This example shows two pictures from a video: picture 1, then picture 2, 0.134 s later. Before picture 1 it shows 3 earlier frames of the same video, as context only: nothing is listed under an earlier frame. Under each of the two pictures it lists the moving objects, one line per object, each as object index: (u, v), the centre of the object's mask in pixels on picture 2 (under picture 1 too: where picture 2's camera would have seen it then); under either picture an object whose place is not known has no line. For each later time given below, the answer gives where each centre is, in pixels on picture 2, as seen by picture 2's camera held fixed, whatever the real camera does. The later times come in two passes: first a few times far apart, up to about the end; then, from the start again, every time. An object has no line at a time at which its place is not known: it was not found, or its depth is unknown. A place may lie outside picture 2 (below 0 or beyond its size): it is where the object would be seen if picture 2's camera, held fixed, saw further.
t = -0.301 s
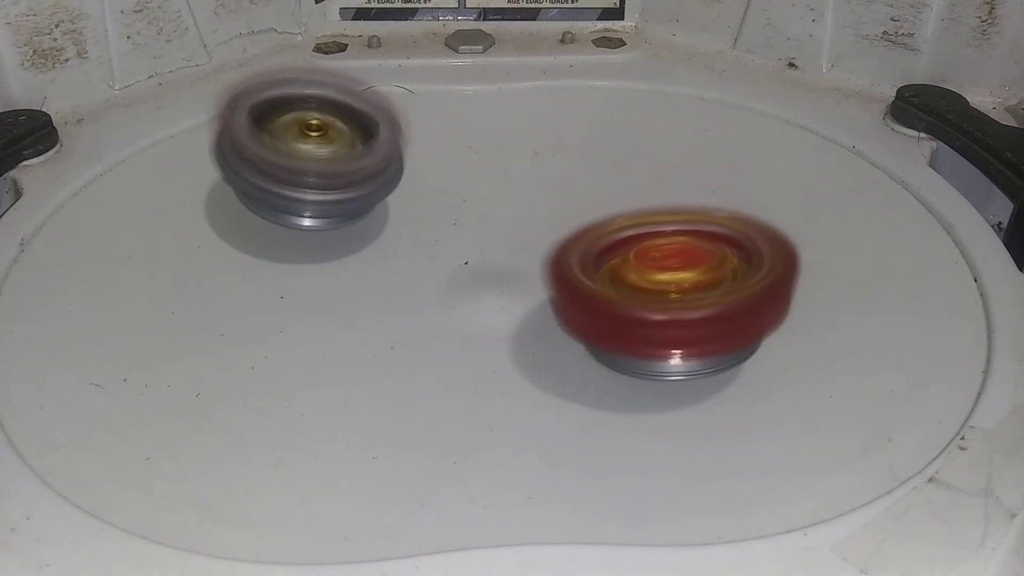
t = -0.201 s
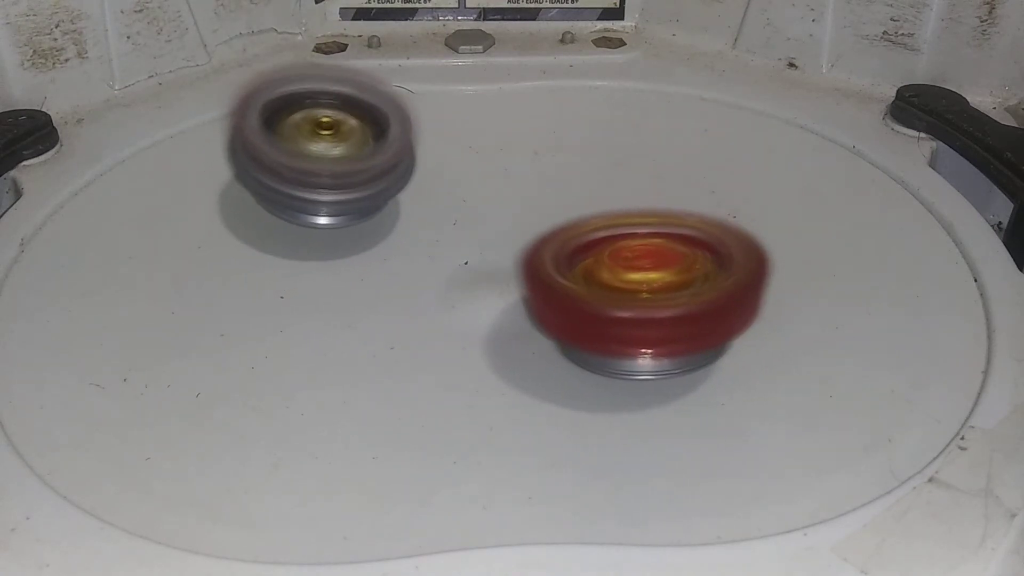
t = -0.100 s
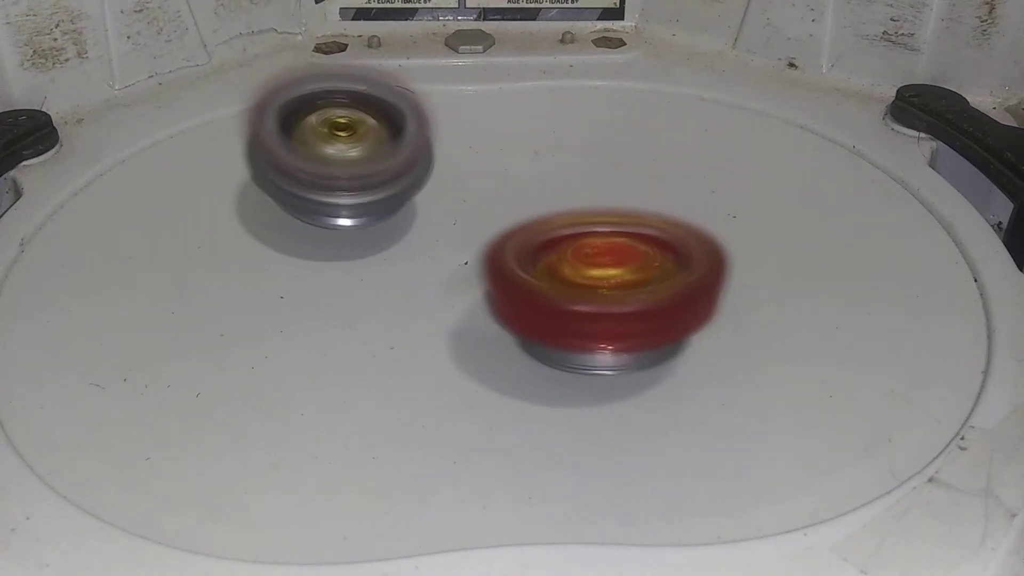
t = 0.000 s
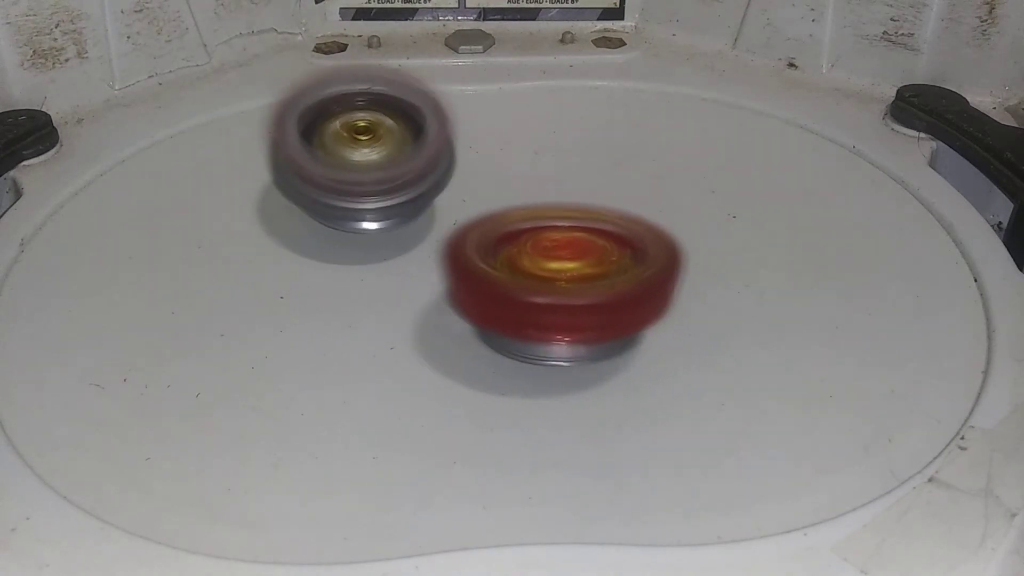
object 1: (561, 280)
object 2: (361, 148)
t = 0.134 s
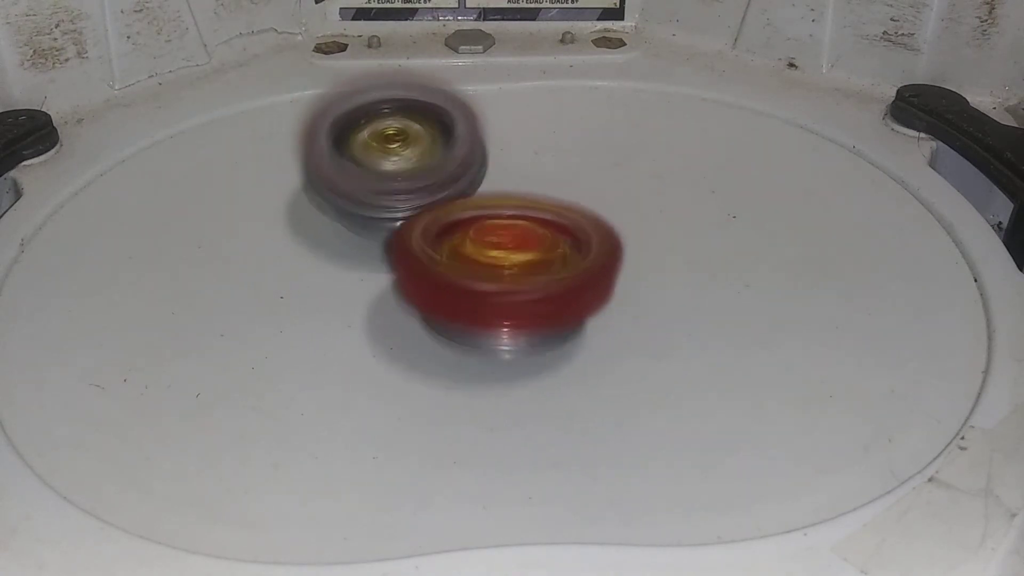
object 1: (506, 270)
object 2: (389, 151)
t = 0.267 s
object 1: (493, 290)
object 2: (395, 115)
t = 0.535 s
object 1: (465, 272)
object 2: (410, 131)
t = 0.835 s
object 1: (457, 280)
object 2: (438, 130)
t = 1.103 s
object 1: (455, 308)
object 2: (474, 114)
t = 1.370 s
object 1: (473, 308)
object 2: (477, 146)
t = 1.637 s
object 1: (468, 312)
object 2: (499, 147)
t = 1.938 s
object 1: (454, 301)
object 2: (490, 155)
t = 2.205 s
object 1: (436, 301)
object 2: (498, 160)
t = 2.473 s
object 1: (401, 307)
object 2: (511, 163)
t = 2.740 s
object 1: (390, 287)
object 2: (520, 169)
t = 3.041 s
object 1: (358, 271)
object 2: (560, 181)
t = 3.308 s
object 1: (371, 243)
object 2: (593, 196)
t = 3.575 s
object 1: (380, 212)
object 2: (630, 211)
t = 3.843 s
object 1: (426, 190)
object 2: (623, 228)
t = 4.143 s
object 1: (419, 147)
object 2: (655, 264)
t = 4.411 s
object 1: (436, 160)
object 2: (611, 254)
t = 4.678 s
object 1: (430, 174)
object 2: (609, 241)
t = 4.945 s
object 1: (418, 192)
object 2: (621, 217)
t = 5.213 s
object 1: (414, 229)
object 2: (641, 207)
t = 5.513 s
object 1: (437, 265)
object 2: (648, 203)
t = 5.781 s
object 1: (372, 267)
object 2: (665, 199)
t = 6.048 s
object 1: (381, 245)
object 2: (645, 198)
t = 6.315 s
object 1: (431, 221)
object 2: (645, 187)
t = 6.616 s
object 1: (360, 186)
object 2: (706, 177)
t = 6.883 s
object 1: (382, 179)
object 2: (692, 181)
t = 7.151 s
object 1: (387, 194)
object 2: (620, 191)
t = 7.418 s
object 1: (364, 206)
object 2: (596, 175)
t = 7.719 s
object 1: (393, 229)
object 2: (586, 165)
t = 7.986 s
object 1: (411, 263)
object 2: (589, 168)
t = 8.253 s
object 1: (405, 280)
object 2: (566, 173)
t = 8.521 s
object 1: (372, 274)
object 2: (560, 173)
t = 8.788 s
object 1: (385, 246)
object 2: (580, 182)
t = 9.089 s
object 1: (340, 205)
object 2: (668, 222)
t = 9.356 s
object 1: (392, 187)
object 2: (542, 280)
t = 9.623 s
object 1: (507, 156)
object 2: (422, 278)
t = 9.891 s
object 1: (702, 193)
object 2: (360, 184)
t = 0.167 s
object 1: (503, 281)
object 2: (391, 140)
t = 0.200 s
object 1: (499, 287)
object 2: (391, 125)
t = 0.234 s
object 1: (496, 289)
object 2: (392, 119)
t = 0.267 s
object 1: (493, 290)
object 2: (395, 115)
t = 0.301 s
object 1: (491, 289)
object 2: (398, 114)
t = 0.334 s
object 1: (488, 289)
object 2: (399, 116)
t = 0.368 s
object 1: (484, 287)
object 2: (401, 118)
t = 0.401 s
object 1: (481, 285)
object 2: (402, 121)
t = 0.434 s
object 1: (477, 282)
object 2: (403, 123)
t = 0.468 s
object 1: (473, 279)
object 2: (406, 129)
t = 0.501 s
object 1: (469, 276)
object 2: (408, 131)
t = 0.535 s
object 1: (465, 272)
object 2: (410, 131)
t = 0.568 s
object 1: (464, 269)
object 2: (412, 133)
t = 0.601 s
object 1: (464, 269)
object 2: (416, 134)
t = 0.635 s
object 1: (462, 278)
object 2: (424, 129)
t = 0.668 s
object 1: (461, 282)
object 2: (431, 124)
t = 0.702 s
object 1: (460, 282)
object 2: (436, 124)
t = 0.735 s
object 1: (459, 283)
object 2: (437, 126)
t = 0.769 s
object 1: (459, 282)
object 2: (437, 127)
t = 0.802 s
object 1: (458, 282)
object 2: (438, 129)
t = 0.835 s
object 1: (457, 280)
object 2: (438, 130)
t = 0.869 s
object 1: (457, 278)
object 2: (439, 131)
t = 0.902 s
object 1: (455, 276)
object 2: (439, 133)
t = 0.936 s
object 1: (455, 274)
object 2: (439, 134)
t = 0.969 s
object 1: (452, 281)
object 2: (444, 133)
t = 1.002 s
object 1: (449, 295)
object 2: (453, 126)
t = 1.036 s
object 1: (451, 302)
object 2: (462, 117)
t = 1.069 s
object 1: (452, 305)
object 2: (469, 114)
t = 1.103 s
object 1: (455, 308)
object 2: (474, 114)
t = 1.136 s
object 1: (457, 310)
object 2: (477, 118)
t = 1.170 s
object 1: (460, 311)
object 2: (478, 122)
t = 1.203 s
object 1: (462, 312)
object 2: (478, 128)
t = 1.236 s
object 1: (465, 312)
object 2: (478, 132)
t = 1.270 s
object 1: (468, 312)
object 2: (477, 136)
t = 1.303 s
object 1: (470, 311)
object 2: (477, 139)
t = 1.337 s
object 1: (471, 310)
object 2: (476, 143)
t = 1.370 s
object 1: (473, 308)
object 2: (477, 146)
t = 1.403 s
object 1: (474, 306)
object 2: (477, 149)
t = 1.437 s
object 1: (475, 303)
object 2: (478, 152)
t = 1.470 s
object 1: (477, 300)
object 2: (478, 154)
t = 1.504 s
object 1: (475, 299)
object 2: (478, 156)
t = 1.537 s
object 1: (467, 309)
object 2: (486, 153)
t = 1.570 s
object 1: (466, 311)
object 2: (493, 147)
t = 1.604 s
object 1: (468, 311)
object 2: (497, 146)
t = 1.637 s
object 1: (468, 312)
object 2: (499, 147)
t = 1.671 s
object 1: (469, 312)
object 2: (497, 150)
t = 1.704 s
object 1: (469, 312)
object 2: (495, 152)
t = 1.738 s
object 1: (468, 311)
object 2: (493, 154)
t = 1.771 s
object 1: (468, 308)
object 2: (491, 155)
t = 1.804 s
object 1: (467, 306)
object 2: (490, 156)
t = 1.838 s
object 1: (467, 303)
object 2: (488, 157)
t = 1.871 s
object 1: (466, 299)
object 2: (486, 157)
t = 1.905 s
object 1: (459, 300)
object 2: (487, 156)
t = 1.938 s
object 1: (454, 301)
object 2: (490, 155)
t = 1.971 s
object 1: (455, 301)
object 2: (494, 155)
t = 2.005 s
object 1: (454, 301)
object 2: (497, 157)
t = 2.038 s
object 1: (453, 300)
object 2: (497, 158)
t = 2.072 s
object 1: (451, 299)
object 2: (495, 159)
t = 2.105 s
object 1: (447, 299)
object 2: (494, 159)
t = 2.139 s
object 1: (443, 299)
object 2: (495, 159)
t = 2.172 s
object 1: (440, 300)
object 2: (496, 160)
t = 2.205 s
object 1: (436, 301)
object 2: (498, 160)
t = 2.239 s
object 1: (434, 302)
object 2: (497, 161)
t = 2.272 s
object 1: (431, 303)
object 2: (496, 162)
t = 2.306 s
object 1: (429, 301)
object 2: (496, 162)
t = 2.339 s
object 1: (427, 300)
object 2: (496, 163)
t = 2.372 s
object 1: (417, 302)
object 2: (499, 162)
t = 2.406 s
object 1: (410, 306)
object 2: (506, 161)
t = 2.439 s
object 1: (405, 307)
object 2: (509, 161)
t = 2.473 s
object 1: (401, 307)
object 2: (511, 163)
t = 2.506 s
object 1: (398, 306)
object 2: (512, 163)
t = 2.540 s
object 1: (394, 305)
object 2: (512, 164)
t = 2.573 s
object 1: (393, 304)
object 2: (512, 166)
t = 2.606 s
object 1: (391, 302)
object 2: (513, 167)
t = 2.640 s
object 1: (391, 300)
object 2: (514, 167)
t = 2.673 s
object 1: (389, 296)
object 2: (516, 168)
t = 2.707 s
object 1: (390, 292)
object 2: (518, 168)
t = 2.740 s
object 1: (390, 287)
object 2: (520, 169)
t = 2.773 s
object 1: (387, 284)
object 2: (525, 171)
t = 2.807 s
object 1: (384, 281)
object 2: (531, 172)
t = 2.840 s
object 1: (375, 281)
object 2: (540, 174)
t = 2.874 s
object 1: (368, 280)
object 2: (547, 176)
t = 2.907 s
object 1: (365, 279)
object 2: (550, 178)
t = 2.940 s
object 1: (361, 277)
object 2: (552, 178)
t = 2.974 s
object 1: (359, 275)
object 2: (557, 178)
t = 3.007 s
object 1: (358, 273)
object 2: (558, 180)
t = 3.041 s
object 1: (358, 271)
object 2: (560, 181)
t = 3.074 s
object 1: (359, 268)
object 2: (563, 183)
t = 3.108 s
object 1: (361, 264)
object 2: (564, 185)
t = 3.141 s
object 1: (363, 261)
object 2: (566, 187)
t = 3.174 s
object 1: (367, 257)
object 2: (568, 189)
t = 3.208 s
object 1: (368, 252)
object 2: (572, 190)
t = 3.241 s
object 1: (370, 249)
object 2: (578, 191)
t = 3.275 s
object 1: (369, 246)
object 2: (588, 193)
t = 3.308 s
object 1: (371, 243)
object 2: (593, 196)
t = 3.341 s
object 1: (371, 239)
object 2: (594, 198)
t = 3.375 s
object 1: (375, 236)
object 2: (597, 199)
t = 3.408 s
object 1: (378, 232)
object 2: (599, 201)
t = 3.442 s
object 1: (383, 227)
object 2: (599, 204)
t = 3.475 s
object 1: (378, 223)
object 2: (614, 205)
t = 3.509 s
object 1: (376, 220)
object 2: (626, 206)
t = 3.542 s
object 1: (378, 216)
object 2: (630, 209)
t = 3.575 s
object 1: (380, 212)
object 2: (630, 211)
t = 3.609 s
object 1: (384, 209)
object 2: (633, 213)
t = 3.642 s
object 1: (388, 205)
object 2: (634, 215)
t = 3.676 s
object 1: (393, 202)
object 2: (633, 217)
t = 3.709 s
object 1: (398, 199)
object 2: (632, 220)
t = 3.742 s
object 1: (404, 196)
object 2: (631, 222)
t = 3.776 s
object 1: (411, 193)
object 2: (630, 224)
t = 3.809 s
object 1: (419, 191)
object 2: (626, 226)
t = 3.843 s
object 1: (426, 190)
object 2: (623, 228)
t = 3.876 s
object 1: (428, 184)
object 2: (626, 234)
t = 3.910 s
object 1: (420, 173)
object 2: (654, 244)
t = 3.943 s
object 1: (419, 169)
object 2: (666, 252)
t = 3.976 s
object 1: (416, 162)
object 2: (668, 258)
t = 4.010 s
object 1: (417, 159)
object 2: (665, 259)
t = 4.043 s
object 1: (417, 154)
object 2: (665, 260)
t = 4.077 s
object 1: (417, 151)
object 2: (663, 261)
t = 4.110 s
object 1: (417, 149)
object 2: (659, 263)
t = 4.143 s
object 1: (419, 147)
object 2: (655, 264)
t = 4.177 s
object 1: (419, 147)
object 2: (650, 264)
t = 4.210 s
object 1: (420, 146)
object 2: (645, 265)
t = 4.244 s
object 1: (422, 146)
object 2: (639, 265)
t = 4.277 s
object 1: (423, 148)
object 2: (633, 264)
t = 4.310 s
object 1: (425, 149)
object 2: (627, 262)
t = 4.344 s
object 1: (429, 151)
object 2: (622, 261)
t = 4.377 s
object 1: (431, 155)
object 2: (617, 258)
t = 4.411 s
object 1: (436, 160)
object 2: (611, 254)
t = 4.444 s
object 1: (439, 165)
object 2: (605, 249)
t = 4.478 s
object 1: (441, 171)
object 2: (598, 245)
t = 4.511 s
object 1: (444, 171)
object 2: (601, 245)
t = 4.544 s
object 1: (442, 170)
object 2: (611, 249)
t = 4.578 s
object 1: (439, 171)
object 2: (608, 250)
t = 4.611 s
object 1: (434, 171)
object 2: (605, 245)
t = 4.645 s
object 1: (432, 172)
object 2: (607, 242)
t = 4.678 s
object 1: (430, 174)
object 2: (609, 241)
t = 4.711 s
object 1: (427, 174)
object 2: (609, 237)
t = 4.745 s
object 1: (425, 177)
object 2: (610, 234)
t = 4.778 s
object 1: (423, 178)
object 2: (612, 231)
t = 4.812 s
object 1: (422, 180)
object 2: (614, 228)
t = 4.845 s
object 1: (421, 183)
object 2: (615, 224)
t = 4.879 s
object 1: (419, 186)
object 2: (617, 223)
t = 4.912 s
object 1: (419, 189)
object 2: (619, 220)
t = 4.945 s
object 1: (418, 192)
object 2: (621, 217)
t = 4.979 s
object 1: (419, 196)
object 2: (623, 216)
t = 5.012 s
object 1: (418, 202)
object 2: (626, 214)
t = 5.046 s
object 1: (422, 206)
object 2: (627, 212)
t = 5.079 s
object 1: (420, 210)
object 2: (633, 212)
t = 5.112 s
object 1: (418, 215)
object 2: (636, 212)
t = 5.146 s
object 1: (416, 220)
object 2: (635, 209)
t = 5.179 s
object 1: (414, 224)
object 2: (638, 208)
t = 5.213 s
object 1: (414, 229)
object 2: (641, 207)
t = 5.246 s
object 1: (415, 234)
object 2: (641, 207)
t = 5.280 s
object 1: (415, 240)
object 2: (641, 207)
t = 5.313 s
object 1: (418, 245)
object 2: (643, 205)
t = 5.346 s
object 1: (420, 249)
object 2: (642, 205)
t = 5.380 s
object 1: (425, 253)
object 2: (641, 204)
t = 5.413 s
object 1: (429, 257)
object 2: (642, 203)
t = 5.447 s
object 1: (431, 259)
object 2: (642, 202)
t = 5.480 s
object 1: (436, 262)
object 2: (647, 202)
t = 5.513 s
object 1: (437, 265)
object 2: (648, 203)
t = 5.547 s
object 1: (420, 267)
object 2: (661, 202)
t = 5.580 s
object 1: (411, 269)
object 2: (669, 203)
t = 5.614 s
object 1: (401, 270)
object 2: (668, 203)
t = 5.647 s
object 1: (395, 270)
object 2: (666, 202)
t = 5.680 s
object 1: (385, 269)
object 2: (668, 201)
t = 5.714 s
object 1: (381, 269)
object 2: (667, 200)
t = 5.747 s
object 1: (376, 268)
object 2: (665, 200)
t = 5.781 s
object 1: (372, 267)
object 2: (665, 199)
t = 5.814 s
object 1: (369, 264)
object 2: (664, 199)
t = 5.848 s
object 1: (368, 263)
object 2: (662, 200)
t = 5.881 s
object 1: (367, 261)
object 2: (661, 199)
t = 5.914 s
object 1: (367, 258)
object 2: (657, 199)
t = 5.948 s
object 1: (370, 256)
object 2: (655, 200)
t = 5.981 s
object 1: (371, 252)
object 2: (652, 199)
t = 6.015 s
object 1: (377, 250)
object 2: (648, 199)
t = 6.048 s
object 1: (381, 245)
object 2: (645, 198)
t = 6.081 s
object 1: (389, 243)
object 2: (641, 197)
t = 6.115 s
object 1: (397, 239)
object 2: (637, 197)
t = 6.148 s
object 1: (406, 235)
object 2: (634, 194)
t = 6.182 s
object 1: (417, 232)
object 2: (630, 192)
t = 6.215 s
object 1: (420, 228)
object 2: (635, 192)
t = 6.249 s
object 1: (424, 225)
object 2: (645, 188)
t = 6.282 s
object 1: (428, 225)
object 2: (647, 190)
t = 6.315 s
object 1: (431, 221)
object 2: (645, 187)
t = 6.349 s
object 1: (422, 213)
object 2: (656, 182)
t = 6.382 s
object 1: (405, 210)
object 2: (679, 183)
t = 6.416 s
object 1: (392, 207)
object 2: (691, 183)
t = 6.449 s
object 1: (386, 203)
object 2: (699, 181)
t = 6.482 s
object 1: (374, 199)
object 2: (703, 183)
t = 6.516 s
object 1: (370, 195)
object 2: (707, 181)
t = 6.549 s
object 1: (365, 191)
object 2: (708, 181)
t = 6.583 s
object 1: (361, 188)
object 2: (707, 179)
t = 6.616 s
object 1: (360, 186)
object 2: (706, 177)
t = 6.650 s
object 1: (360, 183)
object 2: (708, 177)
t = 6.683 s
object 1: (359, 181)
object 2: (708, 177)
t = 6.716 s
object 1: (362, 179)
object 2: (706, 178)
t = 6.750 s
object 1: (365, 179)
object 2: (704, 178)
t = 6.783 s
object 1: (367, 177)
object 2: (703, 179)
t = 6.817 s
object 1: (372, 178)
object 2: (700, 180)
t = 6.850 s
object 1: (376, 178)
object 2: (697, 181)
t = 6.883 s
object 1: (382, 179)
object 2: (692, 181)
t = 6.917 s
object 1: (390, 180)
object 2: (683, 182)
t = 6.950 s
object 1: (398, 184)
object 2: (670, 183)
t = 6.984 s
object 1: (407, 186)
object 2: (654, 183)
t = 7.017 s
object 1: (417, 191)
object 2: (634, 185)
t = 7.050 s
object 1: (416, 191)
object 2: (625, 185)
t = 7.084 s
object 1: (402, 192)
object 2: (632, 190)
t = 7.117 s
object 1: (389, 192)
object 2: (629, 192)
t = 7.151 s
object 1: (387, 194)
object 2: (620, 191)
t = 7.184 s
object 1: (379, 196)
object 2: (618, 189)
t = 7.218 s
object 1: (373, 196)
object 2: (617, 188)
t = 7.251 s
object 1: (372, 198)
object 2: (614, 186)
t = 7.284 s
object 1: (368, 200)
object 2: (609, 185)
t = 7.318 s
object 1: (364, 201)
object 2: (605, 182)
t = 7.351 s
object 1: (364, 201)
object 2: (602, 180)
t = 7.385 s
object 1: (367, 204)
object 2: (599, 177)
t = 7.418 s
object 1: (364, 206)
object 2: (596, 175)
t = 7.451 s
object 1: (364, 206)
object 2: (594, 172)
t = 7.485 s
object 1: (367, 208)
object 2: (592, 170)
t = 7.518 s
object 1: (369, 211)
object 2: (592, 169)
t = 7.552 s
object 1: (369, 214)
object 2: (592, 169)
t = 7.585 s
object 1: (374, 215)
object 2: (589, 169)
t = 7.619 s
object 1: (380, 218)
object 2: (586, 167)
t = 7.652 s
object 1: (381, 222)
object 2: (585, 166)
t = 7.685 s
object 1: (387, 224)
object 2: (585, 165)
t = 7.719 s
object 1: (393, 229)
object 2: (586, 165)
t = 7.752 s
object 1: (397, 233)
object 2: (584, 164)
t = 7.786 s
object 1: (403, 237)
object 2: (584, 164)
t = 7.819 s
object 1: (404, 241)
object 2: (589, 163)
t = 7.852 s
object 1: (410, 246)
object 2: (591, 166)
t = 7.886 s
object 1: (412, 251)
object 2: (586, 167)
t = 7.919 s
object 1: (408, 255)
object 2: (587, 166)
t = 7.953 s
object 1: (410, 259)
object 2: (590, 166)
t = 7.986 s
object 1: (411, 263)
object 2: (589, 168)
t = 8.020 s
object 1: (407, 268)
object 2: (582, 170)
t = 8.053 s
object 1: (408, 269)
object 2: (581, 169)
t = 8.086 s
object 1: (412, 273)
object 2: (580, 170)
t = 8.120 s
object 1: (409, 275)
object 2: (579, 169)
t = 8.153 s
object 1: (408, 275)
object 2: (576, 171)
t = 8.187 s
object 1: (412, 276)
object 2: (573, 171)
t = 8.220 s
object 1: (414, 278)
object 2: (568, 172)
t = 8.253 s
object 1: (405, 280)
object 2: (566, 173)
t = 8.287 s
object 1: (404, 279)
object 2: (560, 174)
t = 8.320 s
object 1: (397, 281)
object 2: (562, 172)
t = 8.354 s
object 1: (387, 283)
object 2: (568, 169)
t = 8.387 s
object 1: (384, 281)
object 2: (570, 168)
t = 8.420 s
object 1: (380, 281)
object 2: (571, 171)
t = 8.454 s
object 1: (371, 278)
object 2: (572, 172)
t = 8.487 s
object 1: (369, 275)
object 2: (567, 174)
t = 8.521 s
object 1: (372, 274)
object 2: (560, 173)
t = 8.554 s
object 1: (368, 269)
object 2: (557, 170)
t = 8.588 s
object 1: (369, 265)
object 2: (558, 168)
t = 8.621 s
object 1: (374, 263)
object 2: (561, 167)
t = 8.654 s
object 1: (379, 259)
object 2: (561, 168)
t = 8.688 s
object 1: (377, 253)
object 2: (560, 170)
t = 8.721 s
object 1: (370, 249)
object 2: (573, 173)
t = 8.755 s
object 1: (378, 246)
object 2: (580, 181)
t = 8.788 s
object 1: (385, 246)
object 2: (580, 182)
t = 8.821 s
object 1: (382, 243)
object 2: (580, 182)
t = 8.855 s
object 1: (385, 236)
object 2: (579, 181)
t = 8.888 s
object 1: (386, 233)
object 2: (581, 182)
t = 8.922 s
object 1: (365, 233)
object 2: (611, 194)
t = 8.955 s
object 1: (358, 227)
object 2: (631, 182)
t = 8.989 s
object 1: (350, 222)
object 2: (659, 198)
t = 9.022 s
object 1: (341, 216)
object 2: (663, 214)
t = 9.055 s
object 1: (340, 210)
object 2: (653, 212)
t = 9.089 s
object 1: (340, 205)
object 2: (668, 222)
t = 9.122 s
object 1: (343, 202)
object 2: (657, 238)
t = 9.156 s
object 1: (345, 195)
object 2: (638, 240)
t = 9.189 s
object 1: (348, 191)
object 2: (639, 252)
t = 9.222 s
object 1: (358, 188)
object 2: (625, 252)
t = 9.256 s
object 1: (367, 187)
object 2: (594, 264)
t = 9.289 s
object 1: (376, 187)
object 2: (587, 267)
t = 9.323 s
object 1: (385, 186)
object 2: (569, 267)
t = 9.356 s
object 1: (392, 187)
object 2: (542, 280)
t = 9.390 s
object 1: (398, 178)
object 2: (526, 267)
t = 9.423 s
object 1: (416, 164)
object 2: (506, 298)
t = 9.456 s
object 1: (431, 152)
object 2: (498, 292)
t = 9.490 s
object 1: (454, 169)
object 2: (476, 334)
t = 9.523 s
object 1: (464, 147)
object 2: (462, 297)
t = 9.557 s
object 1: (479, 148)
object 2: (450, 294)
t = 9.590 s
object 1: (492, 151)
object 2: (435, 288)
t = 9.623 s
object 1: (507, 156)
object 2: (422, 278)
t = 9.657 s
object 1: (514, 171)
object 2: (407, 271)
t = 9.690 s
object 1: (539, 173)
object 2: (397, 254)
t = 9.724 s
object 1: (538, 190)
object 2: (379, 254)
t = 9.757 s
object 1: (568, 193)
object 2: (375, 234)
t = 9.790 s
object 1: (601, 197)
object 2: (361, 219)
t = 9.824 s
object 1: (636, 198)
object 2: (356, 213)
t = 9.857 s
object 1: (673, 197)
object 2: (360, 197)
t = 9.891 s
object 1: (702, 193)
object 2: (360, 184)
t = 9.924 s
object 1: (722, 186)
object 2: (360, 176)
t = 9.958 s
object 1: (733, 177)
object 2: (368, 167)
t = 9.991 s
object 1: (736, 170)
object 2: (384, 160)
